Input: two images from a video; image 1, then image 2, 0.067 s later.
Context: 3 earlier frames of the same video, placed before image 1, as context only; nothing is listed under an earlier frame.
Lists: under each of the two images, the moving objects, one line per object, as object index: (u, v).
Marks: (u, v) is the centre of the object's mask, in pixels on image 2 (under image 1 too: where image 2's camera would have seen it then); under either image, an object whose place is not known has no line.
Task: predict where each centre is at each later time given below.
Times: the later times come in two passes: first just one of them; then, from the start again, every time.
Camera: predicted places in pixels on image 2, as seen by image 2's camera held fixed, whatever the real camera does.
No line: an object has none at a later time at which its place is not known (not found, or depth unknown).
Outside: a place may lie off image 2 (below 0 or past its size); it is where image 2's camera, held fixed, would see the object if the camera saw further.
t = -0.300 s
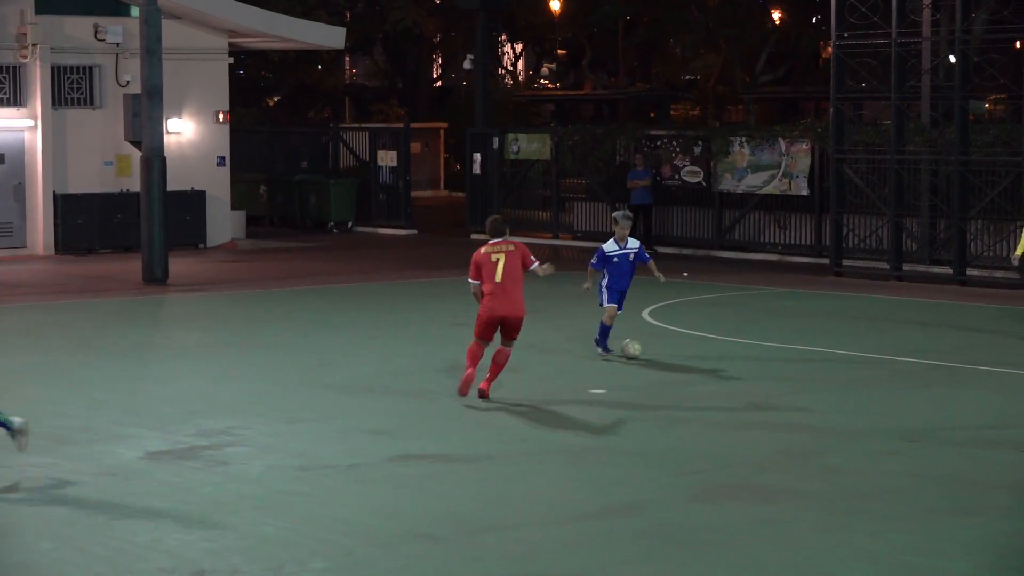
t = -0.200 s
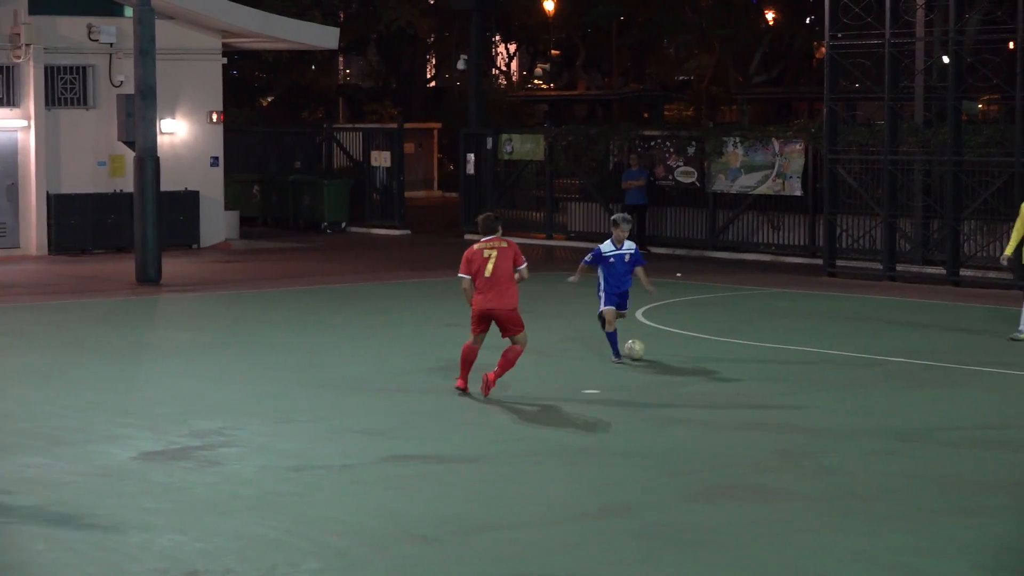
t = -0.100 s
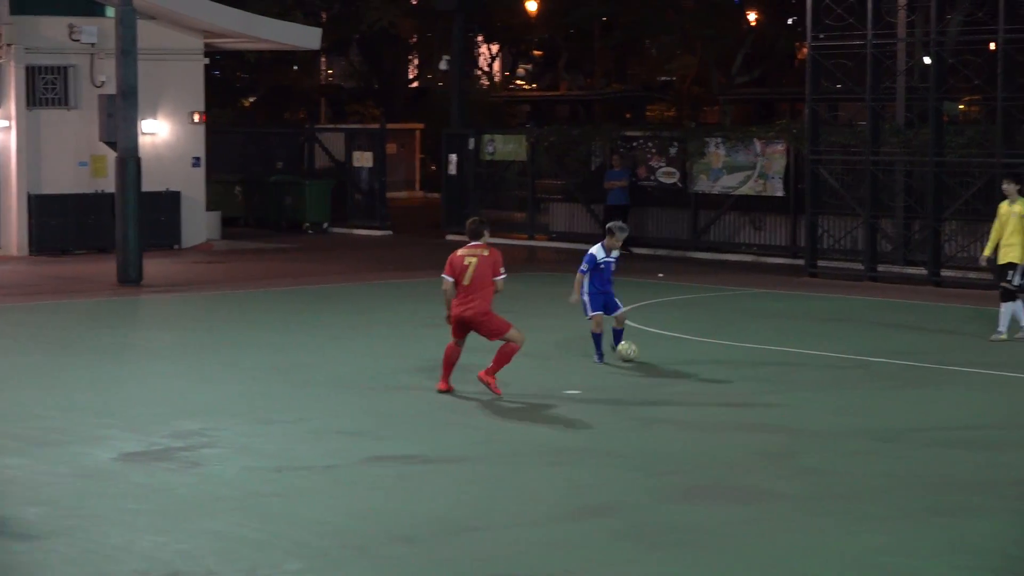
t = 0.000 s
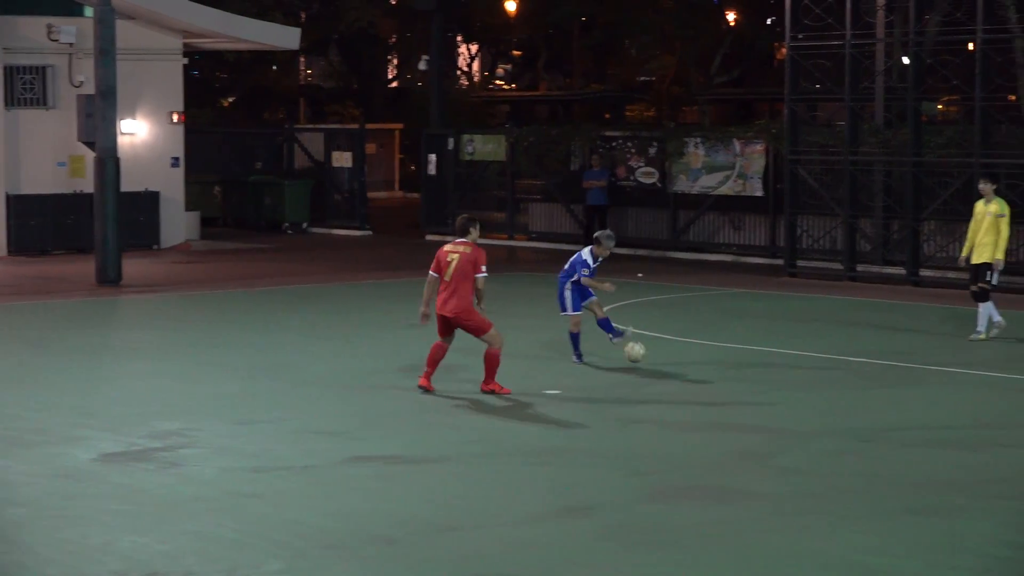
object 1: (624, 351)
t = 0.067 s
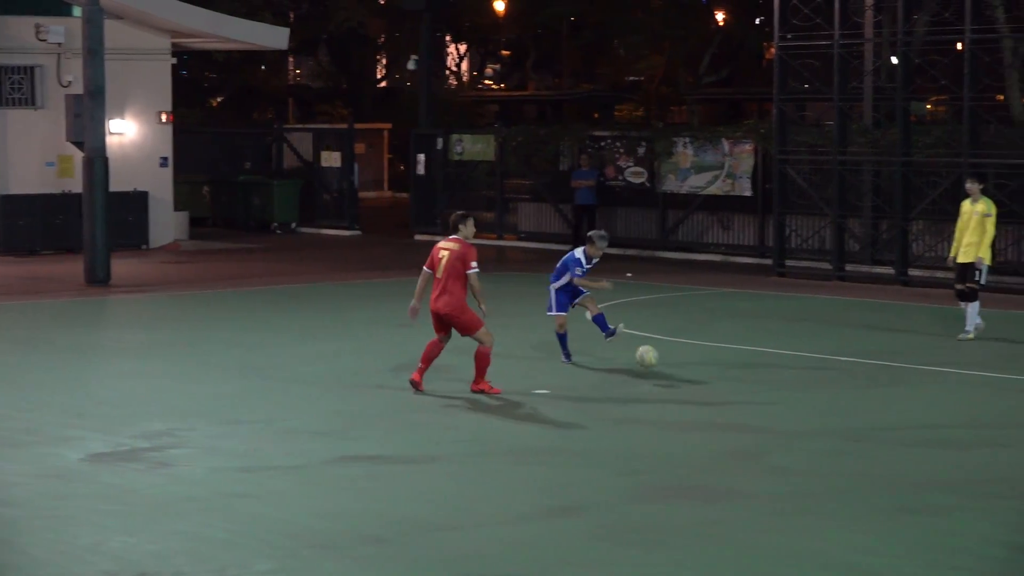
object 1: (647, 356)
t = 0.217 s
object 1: (700, 392)
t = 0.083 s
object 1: (653, 358)
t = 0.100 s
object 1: (658, 361)
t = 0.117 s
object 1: (665, 364)
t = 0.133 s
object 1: (671, 367)
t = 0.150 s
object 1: (677, 372)
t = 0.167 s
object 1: (682, 376)
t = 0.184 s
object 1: (688, 381)
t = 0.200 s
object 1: (694, 387)
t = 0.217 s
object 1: (700, 392)
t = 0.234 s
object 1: (706, 399)
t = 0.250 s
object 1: (711, 400)
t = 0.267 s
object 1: (715, 401)
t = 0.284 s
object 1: (720, 402)
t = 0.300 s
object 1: (725, 403)
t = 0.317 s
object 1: (729, 404)
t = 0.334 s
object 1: (734, 405)
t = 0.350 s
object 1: (739, 407)
